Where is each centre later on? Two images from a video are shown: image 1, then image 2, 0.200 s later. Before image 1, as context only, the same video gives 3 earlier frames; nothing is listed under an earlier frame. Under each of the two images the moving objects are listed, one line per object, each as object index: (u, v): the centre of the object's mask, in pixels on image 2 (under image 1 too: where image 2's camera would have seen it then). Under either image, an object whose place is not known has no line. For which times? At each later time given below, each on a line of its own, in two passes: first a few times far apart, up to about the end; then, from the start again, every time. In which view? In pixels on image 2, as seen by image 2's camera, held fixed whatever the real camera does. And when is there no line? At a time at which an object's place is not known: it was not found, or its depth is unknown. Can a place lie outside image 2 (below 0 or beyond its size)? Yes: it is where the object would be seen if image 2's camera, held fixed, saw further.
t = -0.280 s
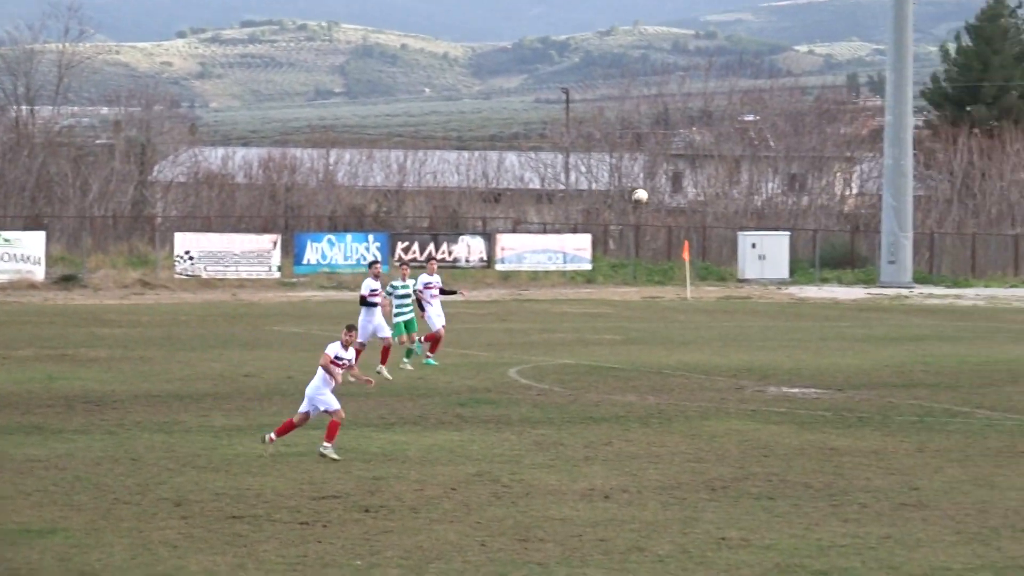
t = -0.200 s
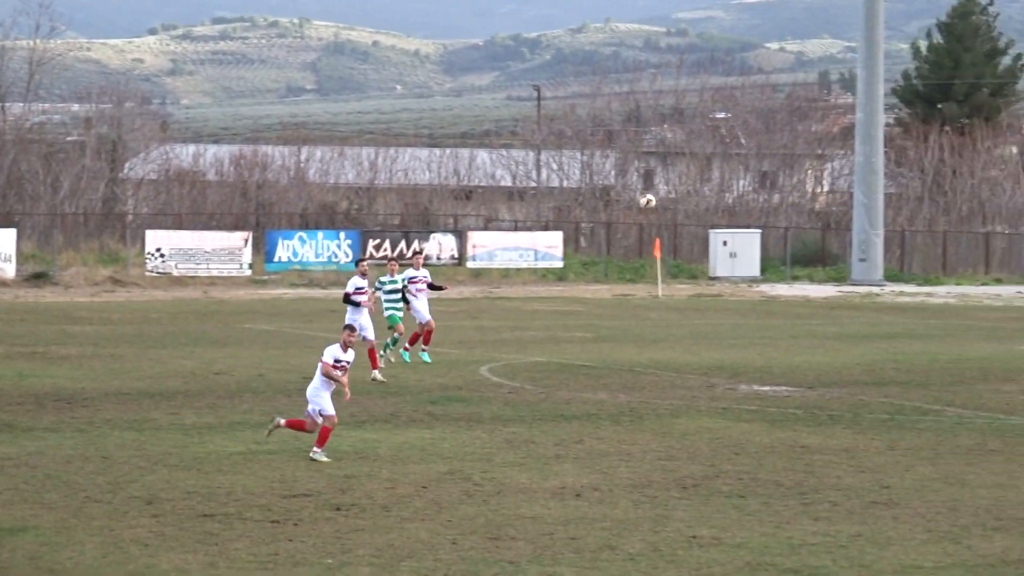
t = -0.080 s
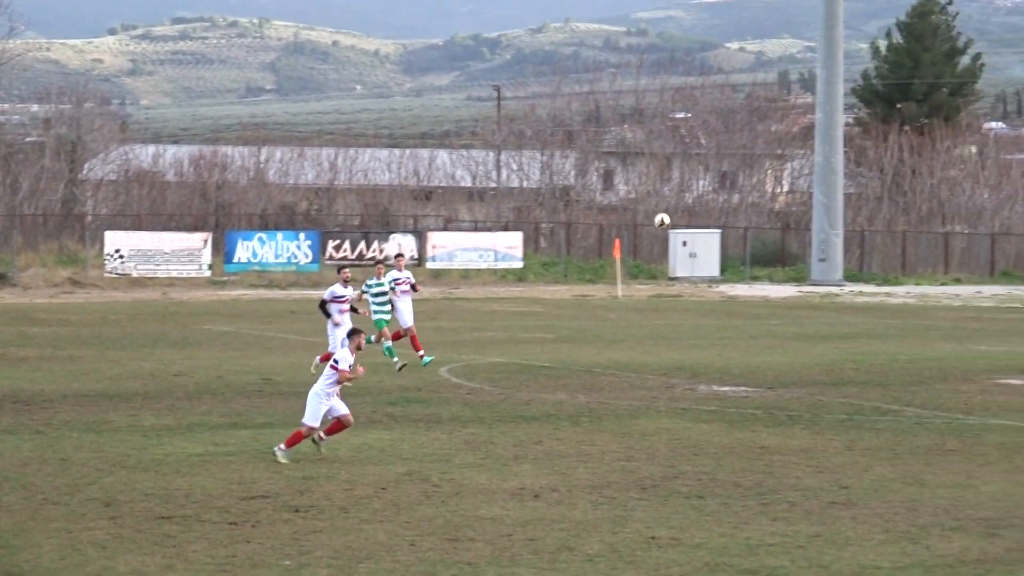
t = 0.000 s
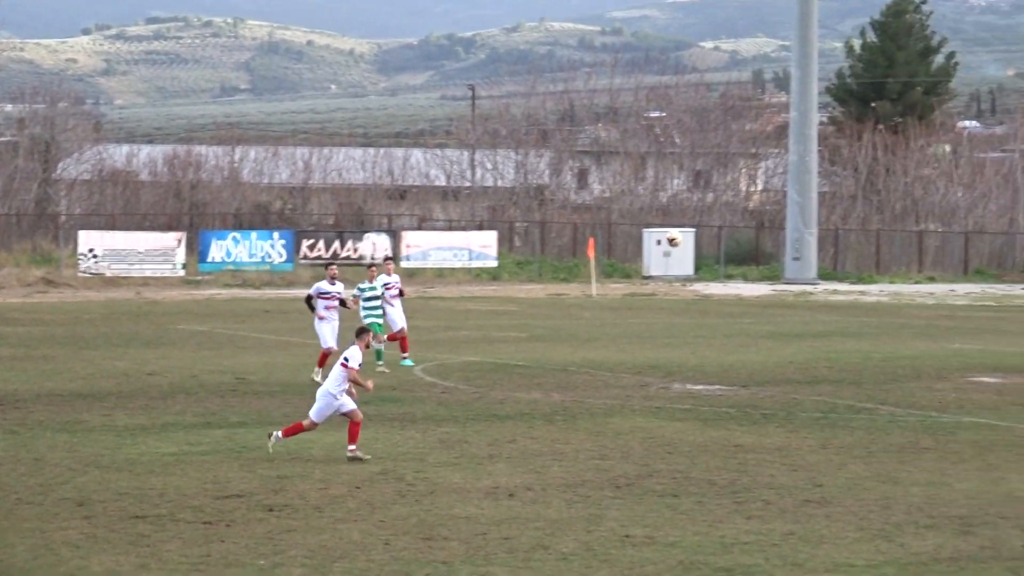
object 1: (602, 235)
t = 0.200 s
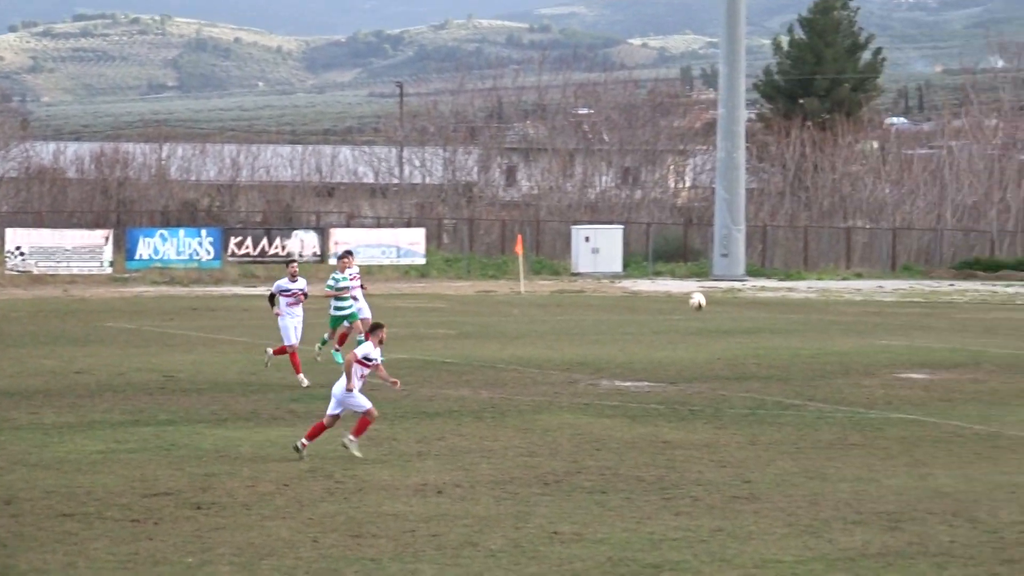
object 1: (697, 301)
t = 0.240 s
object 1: (716, 317)
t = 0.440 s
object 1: (814, 422)
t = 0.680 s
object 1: (904, 376)
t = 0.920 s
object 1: (994, 339)
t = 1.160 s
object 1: (1086, 351)
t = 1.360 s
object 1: (1162, 403)
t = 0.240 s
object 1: (716, 317)
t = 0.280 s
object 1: (735, 336)
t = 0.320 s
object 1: (755, 355)
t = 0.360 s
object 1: (774, 376)
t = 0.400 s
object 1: (794, 398)
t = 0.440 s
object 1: (814, 422)
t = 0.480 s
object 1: (833, 442)
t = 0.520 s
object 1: (847, 428)
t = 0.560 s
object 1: (861, 413)
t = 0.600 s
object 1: (876, 398)
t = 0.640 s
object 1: (890, 387)
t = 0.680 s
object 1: (904, 376)
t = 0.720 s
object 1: (919, 366)
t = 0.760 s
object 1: (934, 358)
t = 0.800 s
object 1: (948, 351)
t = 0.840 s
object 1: (964, 345)
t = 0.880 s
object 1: (978, 341)
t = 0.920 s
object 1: (994, 339)
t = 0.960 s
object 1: (1009, 337)
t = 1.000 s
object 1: (1024, 337)
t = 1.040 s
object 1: (1039, 338)
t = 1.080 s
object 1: (1055, 341)
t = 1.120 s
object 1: (1070, 345)
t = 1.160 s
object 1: (1086, 351)
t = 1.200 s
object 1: (1101, 357)
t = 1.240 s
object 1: (1116, 367)
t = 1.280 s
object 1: (1132, 377)
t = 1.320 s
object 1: (1147, 389)
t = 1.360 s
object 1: (1162, 403)
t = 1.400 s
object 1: (1179, 417)
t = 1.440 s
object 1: (1194, 436)
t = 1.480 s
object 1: (1209, 454)
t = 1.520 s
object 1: (1225, 474)
